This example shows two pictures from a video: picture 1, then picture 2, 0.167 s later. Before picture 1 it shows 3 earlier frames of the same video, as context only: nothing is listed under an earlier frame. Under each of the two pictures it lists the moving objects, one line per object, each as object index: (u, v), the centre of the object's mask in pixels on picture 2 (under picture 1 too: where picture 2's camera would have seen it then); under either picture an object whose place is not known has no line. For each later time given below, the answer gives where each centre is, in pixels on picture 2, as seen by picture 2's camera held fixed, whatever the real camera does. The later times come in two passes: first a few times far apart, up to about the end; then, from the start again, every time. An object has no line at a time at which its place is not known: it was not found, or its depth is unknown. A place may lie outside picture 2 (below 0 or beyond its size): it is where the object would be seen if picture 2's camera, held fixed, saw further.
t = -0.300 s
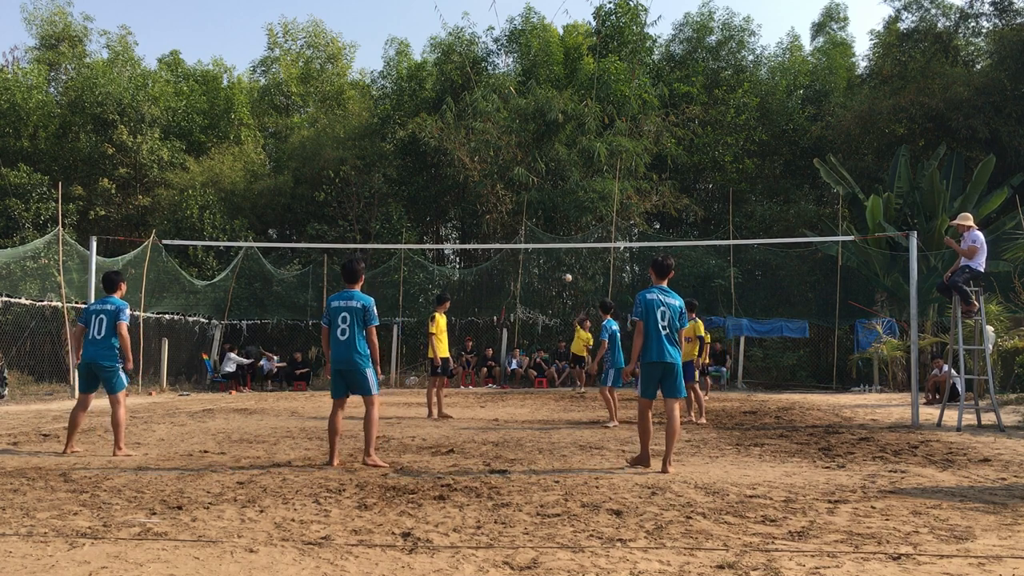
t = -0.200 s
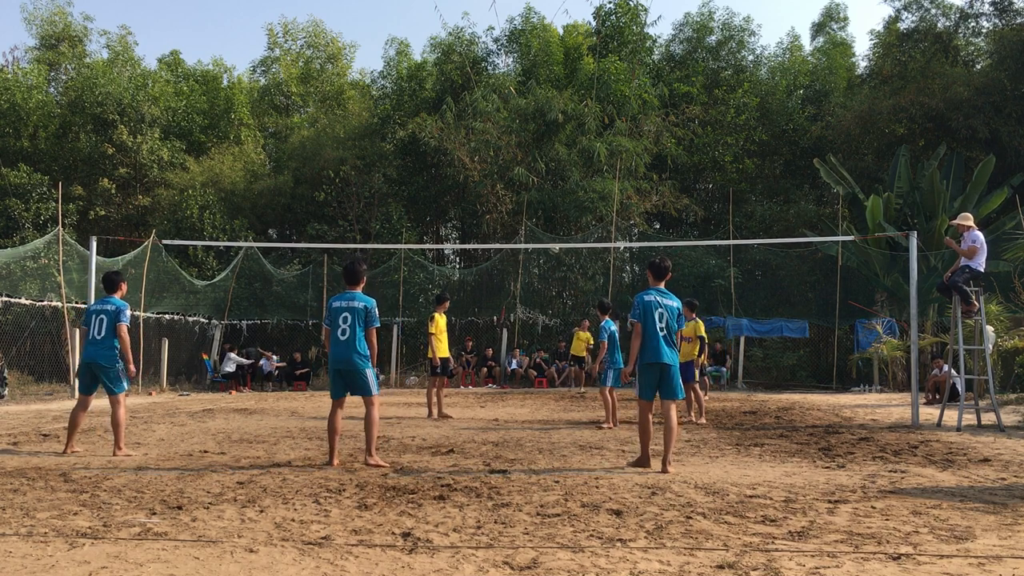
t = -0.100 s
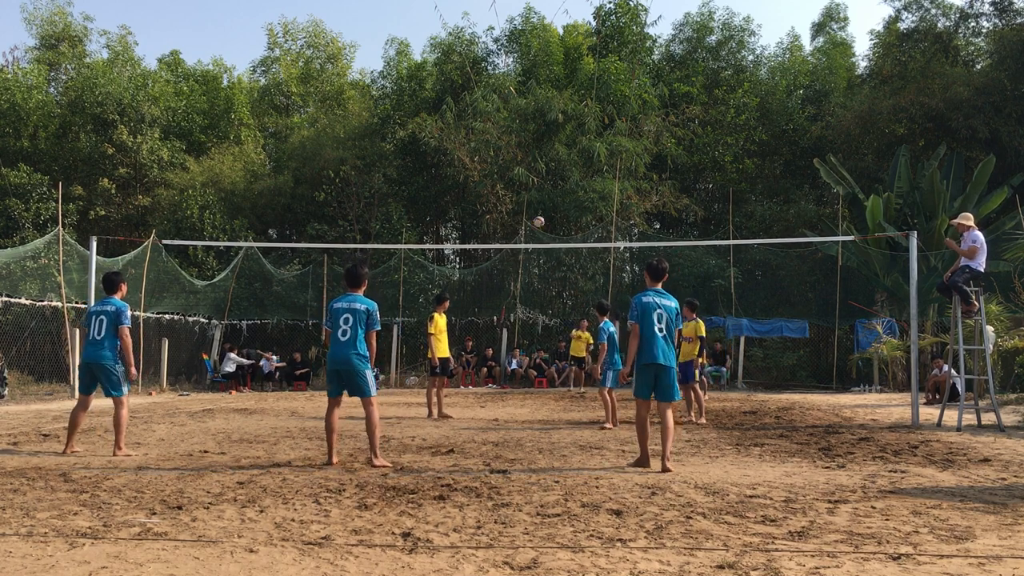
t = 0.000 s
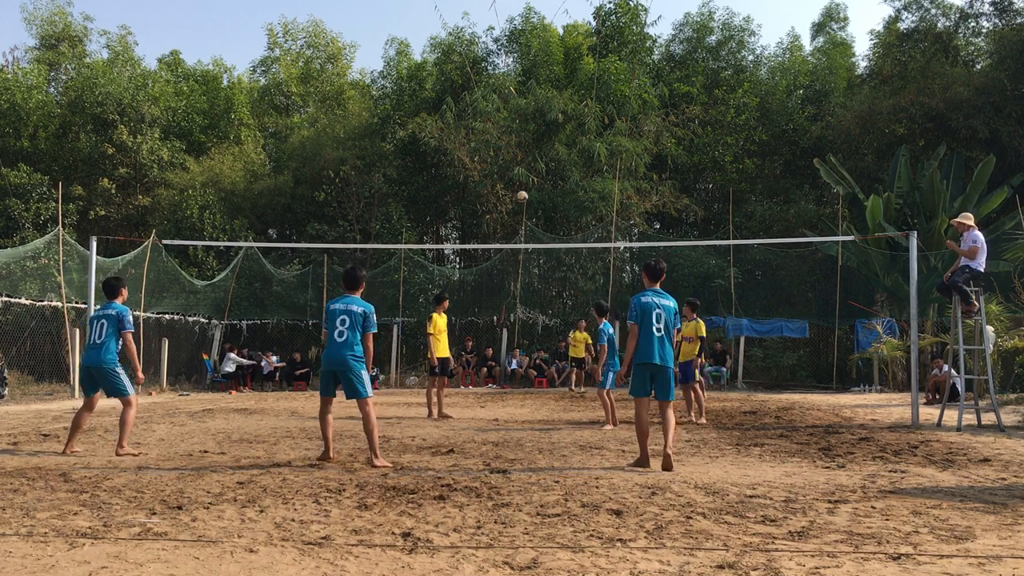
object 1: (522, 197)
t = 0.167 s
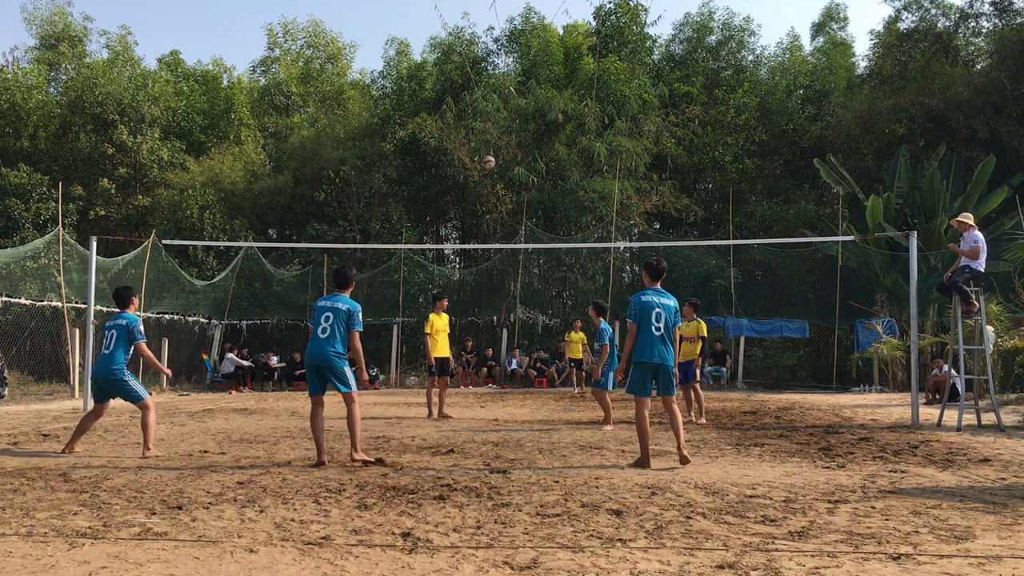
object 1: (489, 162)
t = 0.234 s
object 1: (474, 152)
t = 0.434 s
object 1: (418, 133)
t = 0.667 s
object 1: (333, 144)
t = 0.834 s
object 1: (249, 184)
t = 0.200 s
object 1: (482, 157)
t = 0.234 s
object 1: (474, 152)
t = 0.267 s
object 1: (466, 147)
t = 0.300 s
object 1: (458, 143)
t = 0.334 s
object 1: (449, 140)
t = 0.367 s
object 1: (440, 137)
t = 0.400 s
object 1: (429, 135)
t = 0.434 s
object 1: (418, 133)
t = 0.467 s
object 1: (408, 133)
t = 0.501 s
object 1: (397, 132)
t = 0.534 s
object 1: (385, 132)
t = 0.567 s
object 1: (373, 134)
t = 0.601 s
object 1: (361, 136)
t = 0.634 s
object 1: (347, 139)
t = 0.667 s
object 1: (333, 144)
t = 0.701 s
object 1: (318, 149)
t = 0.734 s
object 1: (302, 156)
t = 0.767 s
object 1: (285, 164)
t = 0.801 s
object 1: (268, 173)
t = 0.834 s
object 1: (249, 184)
